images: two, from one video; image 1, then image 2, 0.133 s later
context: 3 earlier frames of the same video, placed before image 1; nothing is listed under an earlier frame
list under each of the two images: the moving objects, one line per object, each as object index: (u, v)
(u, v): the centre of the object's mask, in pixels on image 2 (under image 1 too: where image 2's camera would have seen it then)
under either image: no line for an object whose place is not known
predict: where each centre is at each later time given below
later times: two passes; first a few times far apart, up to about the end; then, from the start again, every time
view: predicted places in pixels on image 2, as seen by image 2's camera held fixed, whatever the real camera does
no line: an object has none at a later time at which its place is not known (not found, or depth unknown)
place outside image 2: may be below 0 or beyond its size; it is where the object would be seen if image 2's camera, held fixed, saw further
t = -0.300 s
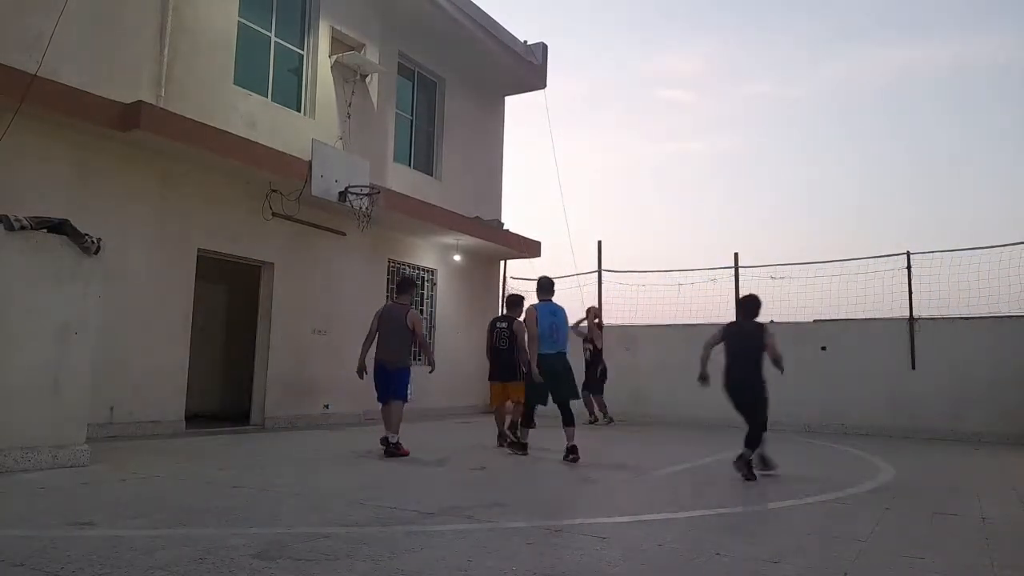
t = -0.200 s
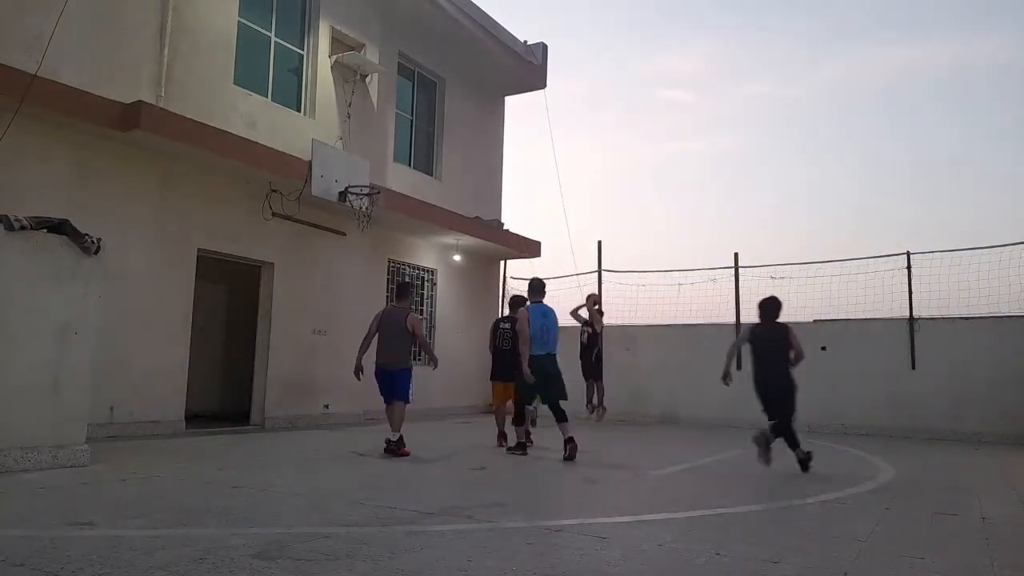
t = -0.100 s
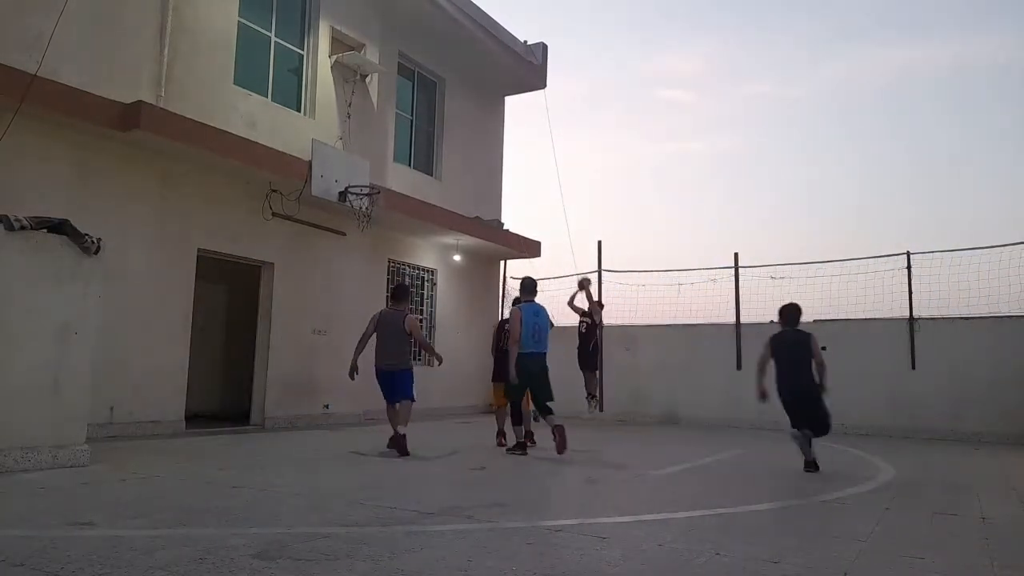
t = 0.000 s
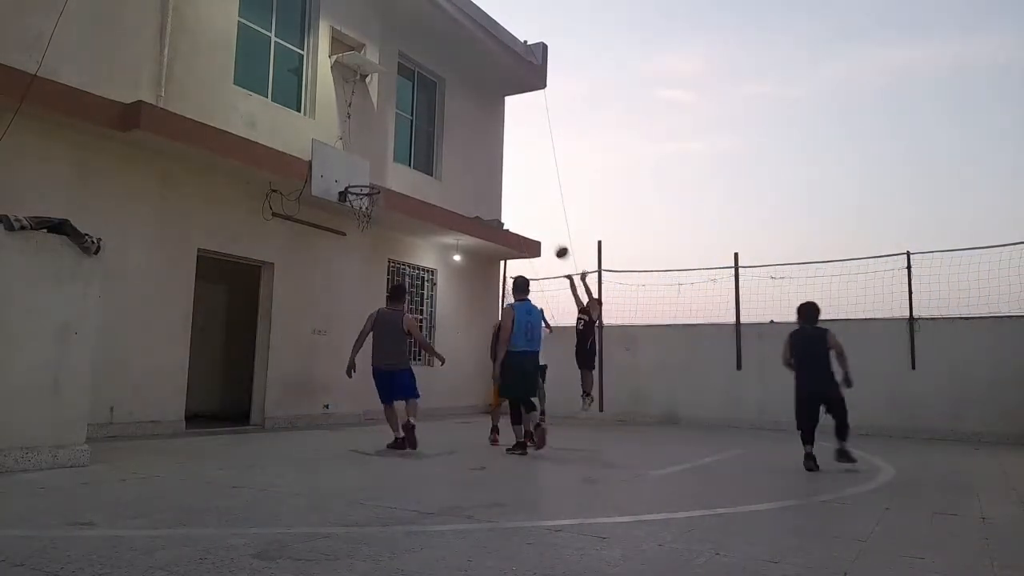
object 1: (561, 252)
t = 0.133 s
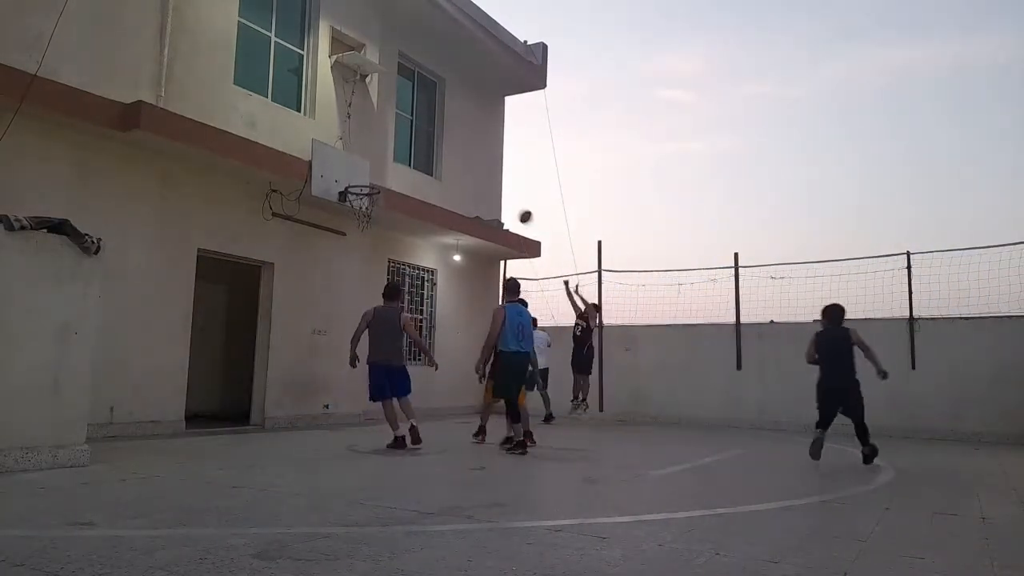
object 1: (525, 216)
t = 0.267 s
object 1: (486, 190)
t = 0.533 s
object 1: (400, 168)
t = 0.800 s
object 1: (369, 177)
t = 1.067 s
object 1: (355, 169)
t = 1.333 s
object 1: (332, 193)
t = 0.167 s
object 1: (515, 209)
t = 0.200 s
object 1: (506, 202)
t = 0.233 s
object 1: (496, 196)
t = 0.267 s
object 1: (486, 190)
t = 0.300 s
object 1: (476, 185)
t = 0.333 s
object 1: (466, 180)
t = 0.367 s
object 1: (456, 177)
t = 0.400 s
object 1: (446, 174)
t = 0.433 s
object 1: (435, 172)
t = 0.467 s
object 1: (424, 169)
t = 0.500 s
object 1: (412, 169)
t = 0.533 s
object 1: (400, 168)
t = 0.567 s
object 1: (389, 168)
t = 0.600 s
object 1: (376, 168)
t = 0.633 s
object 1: (372, 169)
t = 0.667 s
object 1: (372, 168)
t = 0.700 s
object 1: (371, 169)
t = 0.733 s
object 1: (370, 171)
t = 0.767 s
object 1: (369, 174)
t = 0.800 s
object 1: (369, 177)
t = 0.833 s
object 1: (368, 179)
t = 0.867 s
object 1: (366, 176)
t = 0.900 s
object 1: (364, 173)
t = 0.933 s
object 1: (362, 170)
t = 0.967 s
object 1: (361, 169)
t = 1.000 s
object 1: (359, 168)
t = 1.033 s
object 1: (357, 168)
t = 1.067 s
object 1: (355, 169)
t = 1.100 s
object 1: (352, 171)
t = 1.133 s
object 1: (350, 173)
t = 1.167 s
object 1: (348, 177)
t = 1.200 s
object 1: (345, 178)
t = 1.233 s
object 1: (342, 181)
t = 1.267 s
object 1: (339, 184)
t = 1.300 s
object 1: (336, 189)
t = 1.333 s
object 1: (332, 193)
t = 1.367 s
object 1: (329, 199)
